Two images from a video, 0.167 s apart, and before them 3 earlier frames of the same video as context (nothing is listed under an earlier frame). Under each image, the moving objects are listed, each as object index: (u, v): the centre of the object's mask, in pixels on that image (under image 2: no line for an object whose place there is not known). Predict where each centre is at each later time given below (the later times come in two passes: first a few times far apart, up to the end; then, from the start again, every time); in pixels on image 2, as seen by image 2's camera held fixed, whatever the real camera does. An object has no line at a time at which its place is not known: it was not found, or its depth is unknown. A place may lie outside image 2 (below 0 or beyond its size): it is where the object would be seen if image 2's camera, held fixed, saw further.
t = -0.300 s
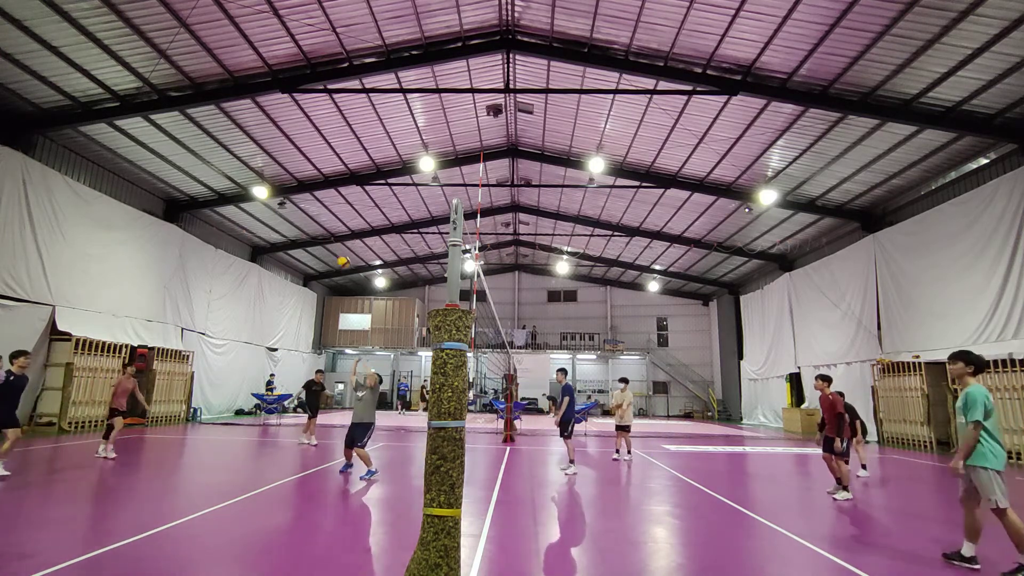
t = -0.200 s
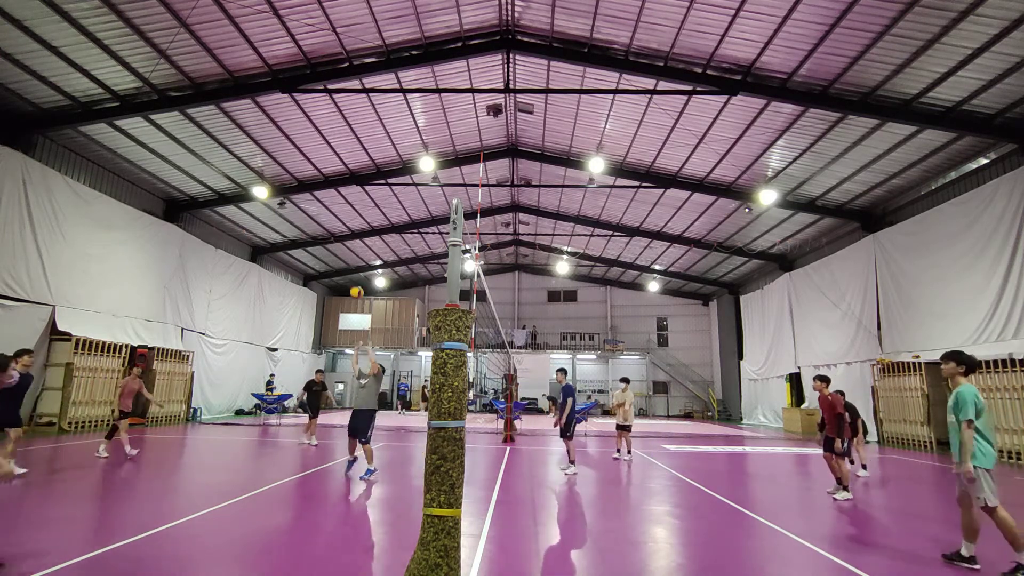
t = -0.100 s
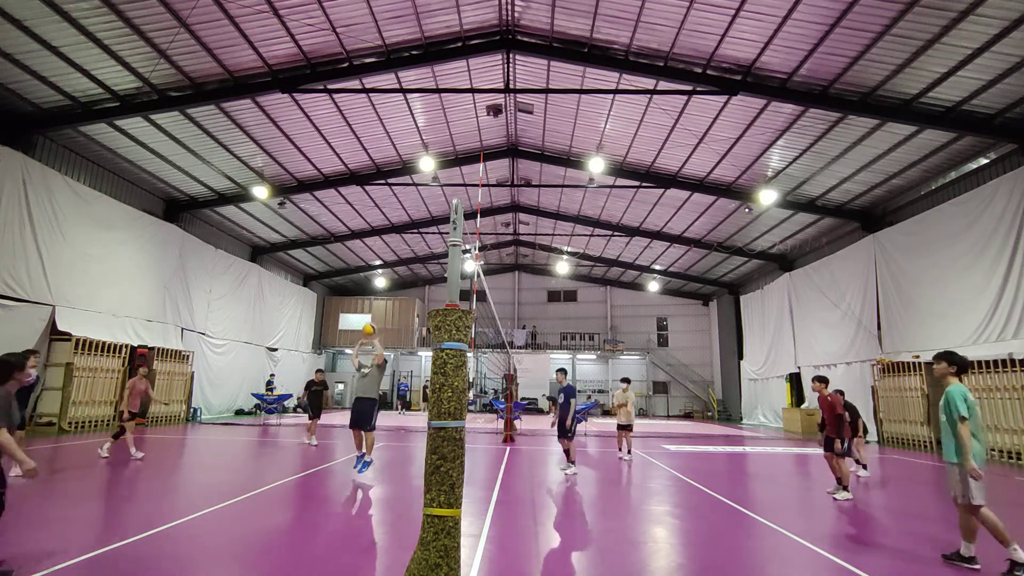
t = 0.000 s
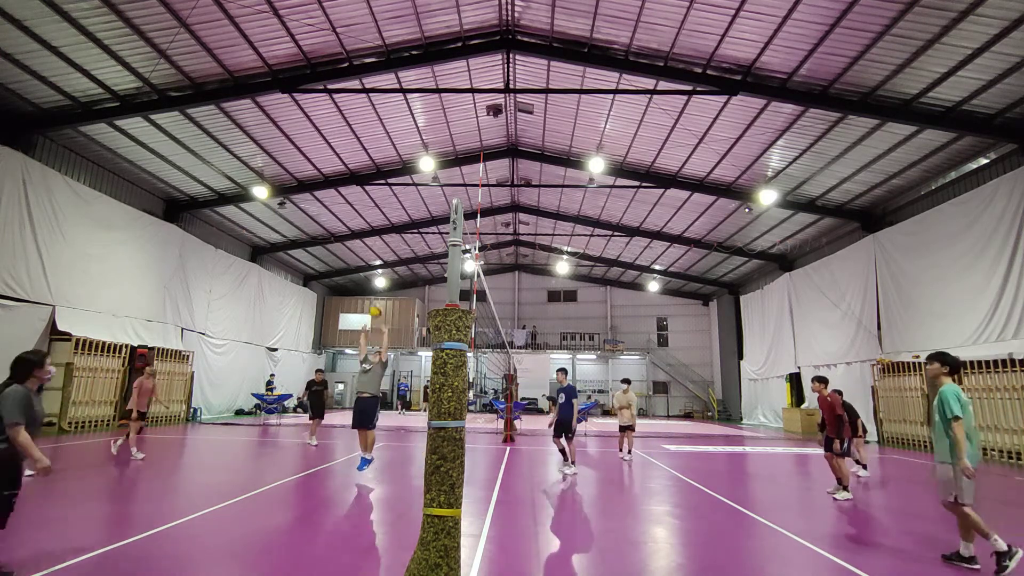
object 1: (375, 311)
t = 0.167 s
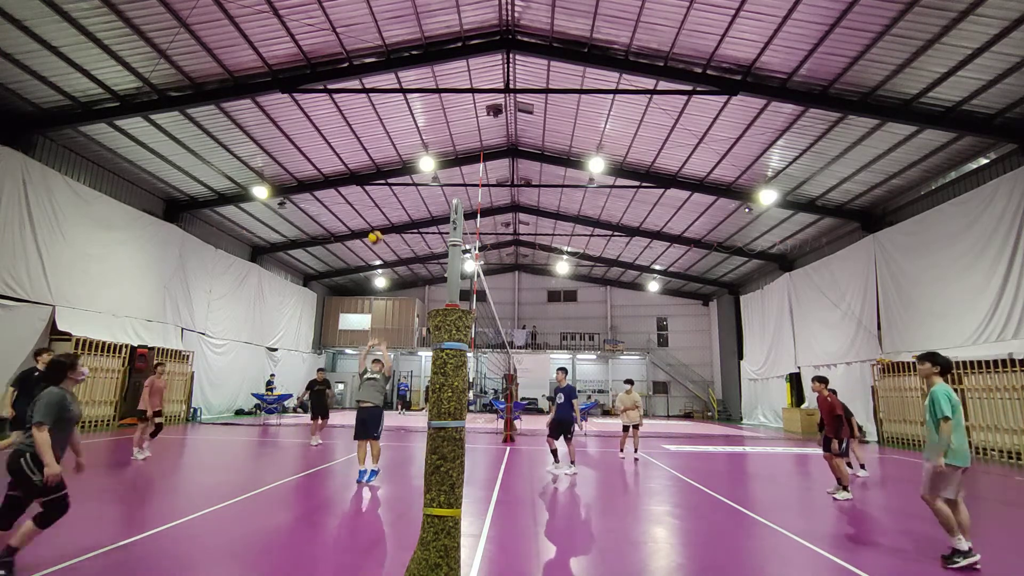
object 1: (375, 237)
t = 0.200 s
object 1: (375, 227)
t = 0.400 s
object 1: (373, 166)
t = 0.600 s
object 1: (368, 129)
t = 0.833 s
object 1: (358, 116)
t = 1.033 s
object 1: (346, 135)
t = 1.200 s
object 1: (332, 177)
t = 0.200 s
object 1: (375, 227)
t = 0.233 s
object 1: (374, 214)
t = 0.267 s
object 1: (374, 203)
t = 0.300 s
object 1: (374, 193)
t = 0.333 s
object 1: (374, 183)
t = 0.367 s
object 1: (373, 174)
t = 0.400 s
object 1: (373, 166)
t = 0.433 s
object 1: (372, 158)
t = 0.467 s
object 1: (372, 151)
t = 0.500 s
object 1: (371, 145)
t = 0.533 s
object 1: (370, 139)
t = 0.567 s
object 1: (369, 134)
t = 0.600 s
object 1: (368, 129)
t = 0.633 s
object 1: (367, 126)
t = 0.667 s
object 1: (365, 122)
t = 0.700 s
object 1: (364, 120)
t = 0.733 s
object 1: (363, 118)
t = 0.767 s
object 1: (361, 116)
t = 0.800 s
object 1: (359, 116)
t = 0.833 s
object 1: (358, 116)
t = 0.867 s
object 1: (356, 118)
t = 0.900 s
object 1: (354, 119)
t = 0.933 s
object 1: (352, 122)
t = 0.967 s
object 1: (350, 125)
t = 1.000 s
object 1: (349, 130)
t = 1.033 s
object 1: (346, 135)
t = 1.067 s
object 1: (343, 141)
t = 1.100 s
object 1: (341, 148)
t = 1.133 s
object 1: (338, 156)
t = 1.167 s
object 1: (335, 165)
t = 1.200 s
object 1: (332, 177)
